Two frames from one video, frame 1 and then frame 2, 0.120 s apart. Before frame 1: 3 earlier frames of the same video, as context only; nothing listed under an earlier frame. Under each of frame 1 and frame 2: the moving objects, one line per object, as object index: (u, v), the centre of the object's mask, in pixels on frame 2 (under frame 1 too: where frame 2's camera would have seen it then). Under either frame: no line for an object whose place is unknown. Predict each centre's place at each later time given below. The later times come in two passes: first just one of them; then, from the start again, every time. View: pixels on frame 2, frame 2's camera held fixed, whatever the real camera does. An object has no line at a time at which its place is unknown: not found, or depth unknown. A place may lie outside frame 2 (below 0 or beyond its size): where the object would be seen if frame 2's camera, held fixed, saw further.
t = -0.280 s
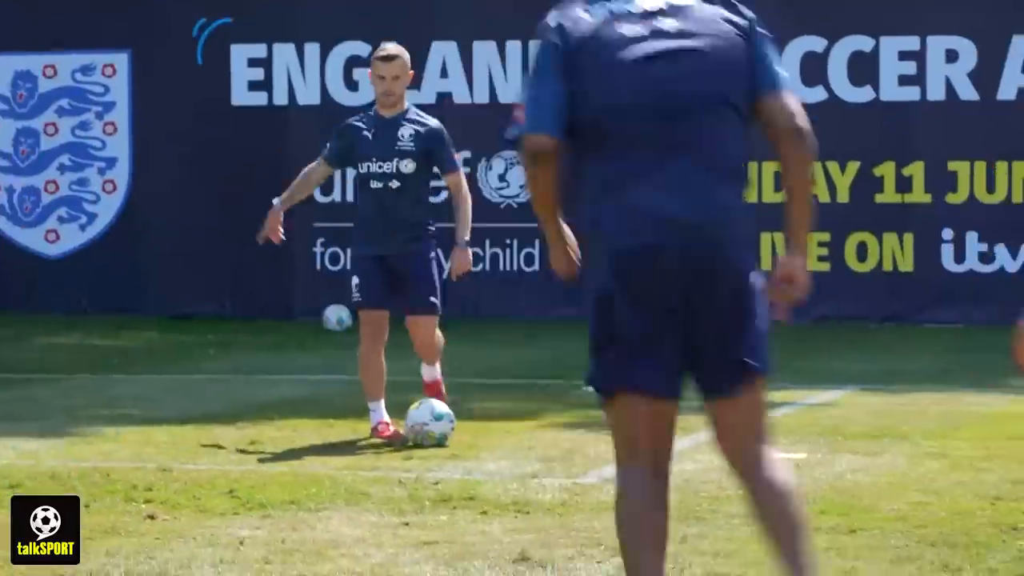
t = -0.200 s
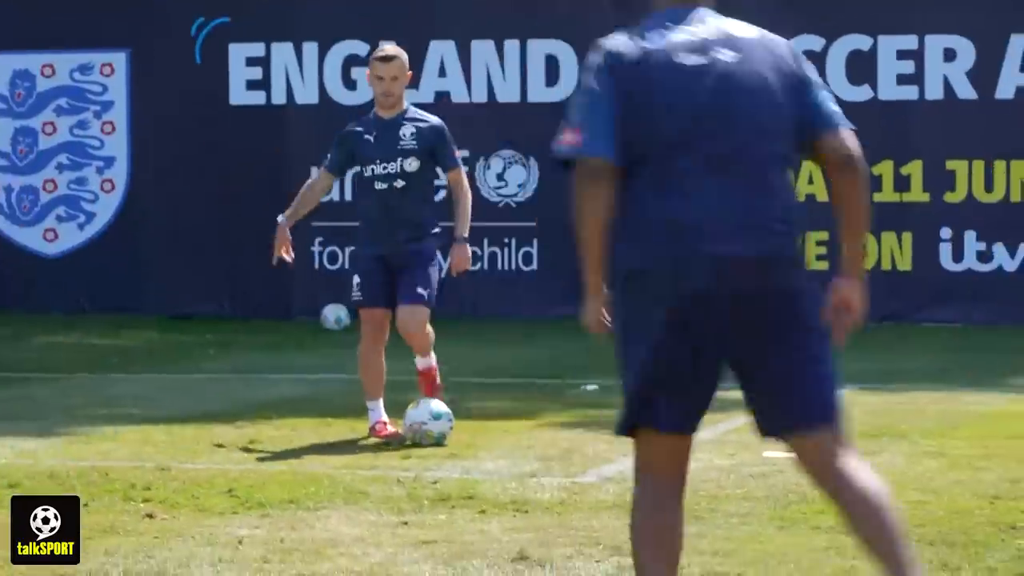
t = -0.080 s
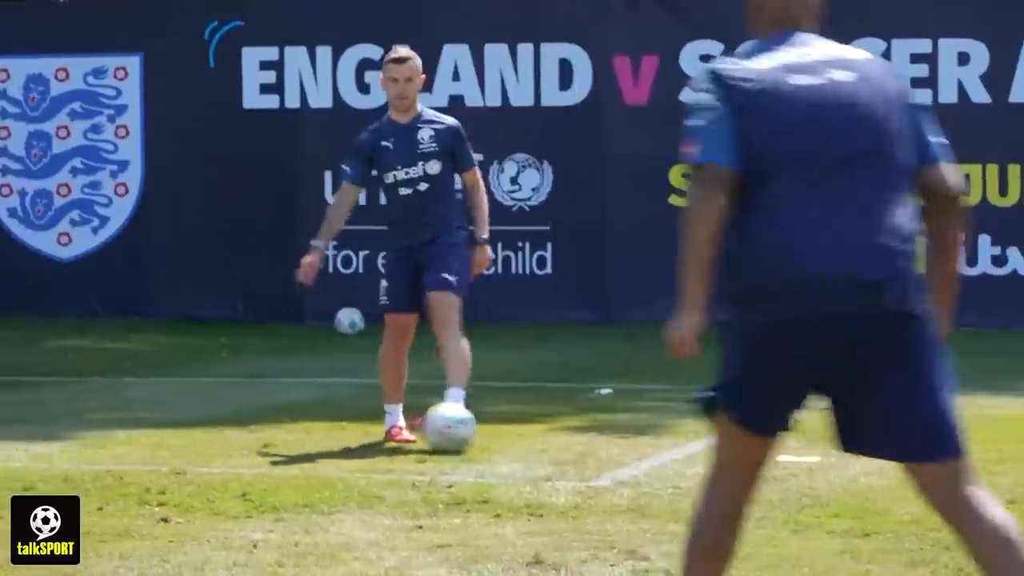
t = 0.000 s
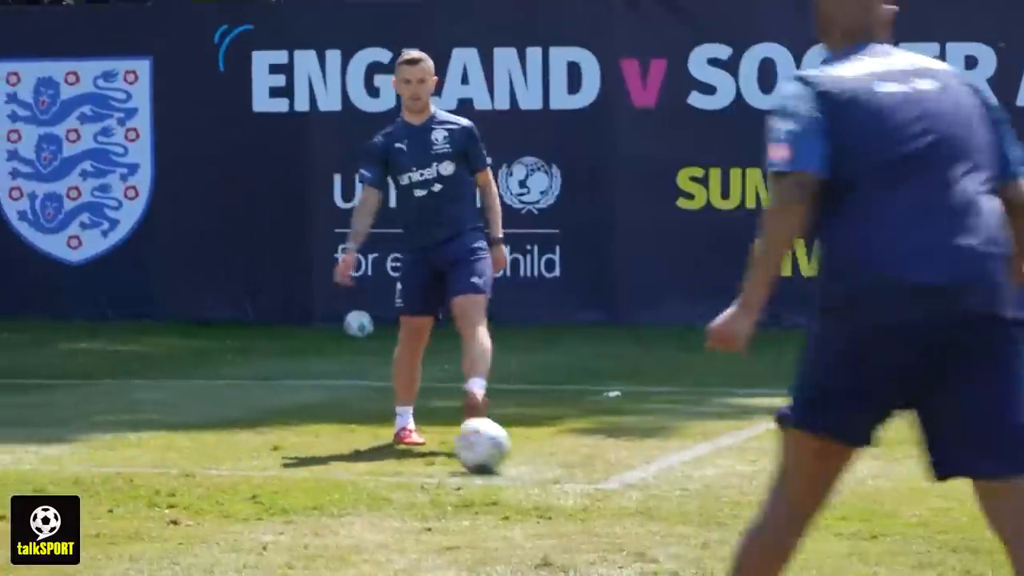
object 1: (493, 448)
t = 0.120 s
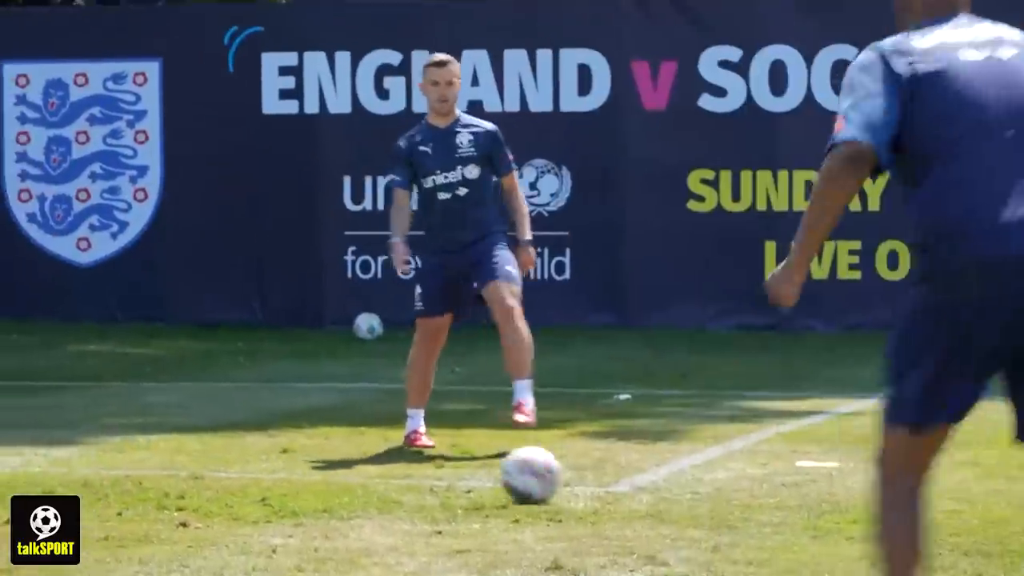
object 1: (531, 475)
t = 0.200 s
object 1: (556, 480)
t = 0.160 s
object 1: (543, 477)
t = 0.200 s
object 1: (556, 480)
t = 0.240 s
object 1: (572, 492)
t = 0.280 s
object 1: (586, 503)
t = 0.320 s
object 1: (601, 506)
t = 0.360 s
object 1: (615, 505)
